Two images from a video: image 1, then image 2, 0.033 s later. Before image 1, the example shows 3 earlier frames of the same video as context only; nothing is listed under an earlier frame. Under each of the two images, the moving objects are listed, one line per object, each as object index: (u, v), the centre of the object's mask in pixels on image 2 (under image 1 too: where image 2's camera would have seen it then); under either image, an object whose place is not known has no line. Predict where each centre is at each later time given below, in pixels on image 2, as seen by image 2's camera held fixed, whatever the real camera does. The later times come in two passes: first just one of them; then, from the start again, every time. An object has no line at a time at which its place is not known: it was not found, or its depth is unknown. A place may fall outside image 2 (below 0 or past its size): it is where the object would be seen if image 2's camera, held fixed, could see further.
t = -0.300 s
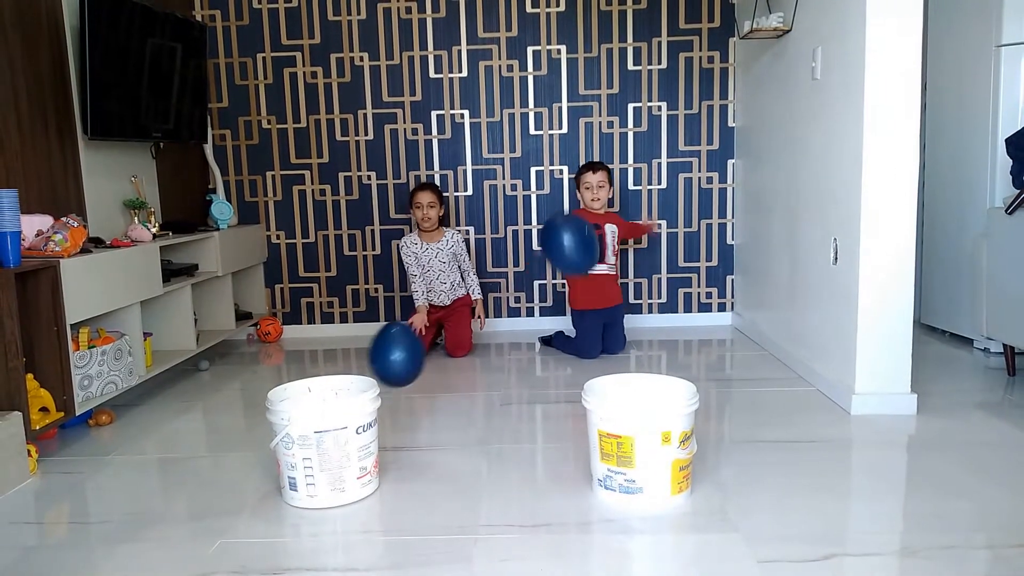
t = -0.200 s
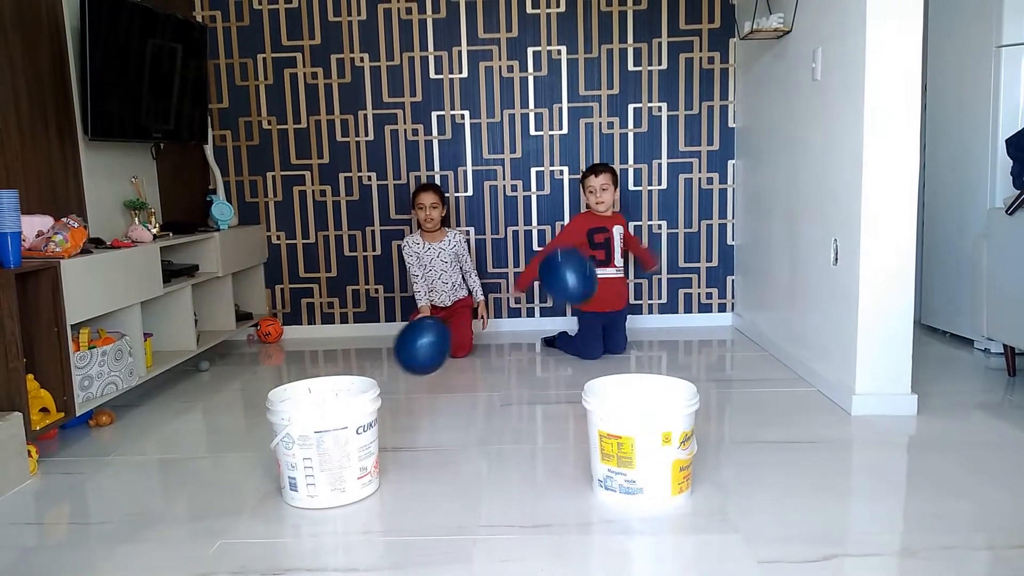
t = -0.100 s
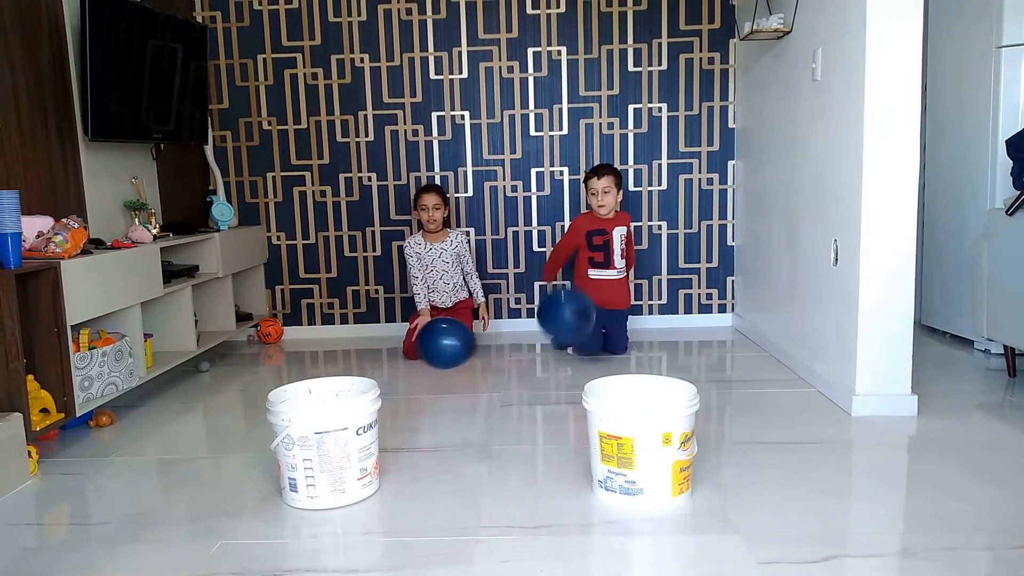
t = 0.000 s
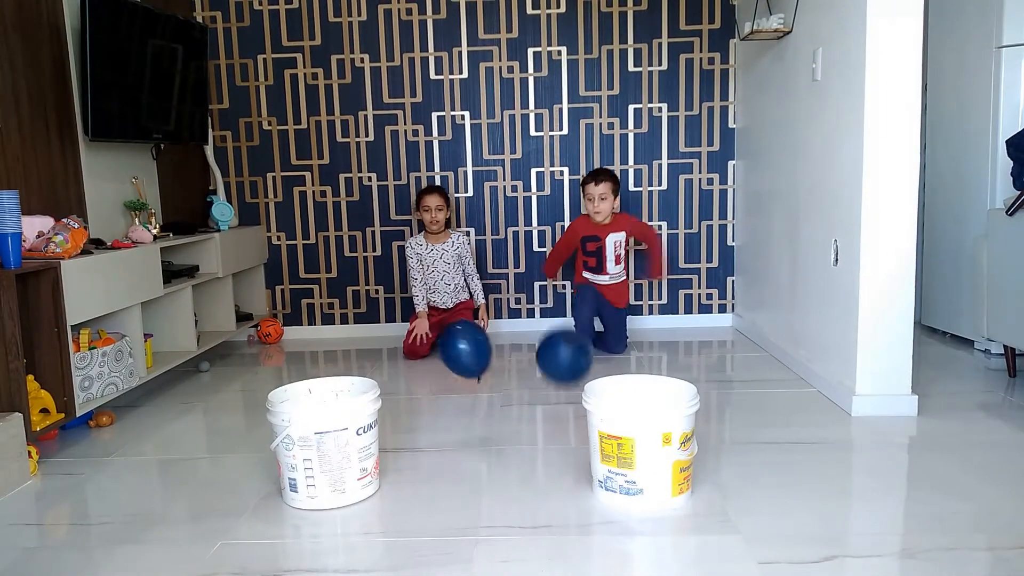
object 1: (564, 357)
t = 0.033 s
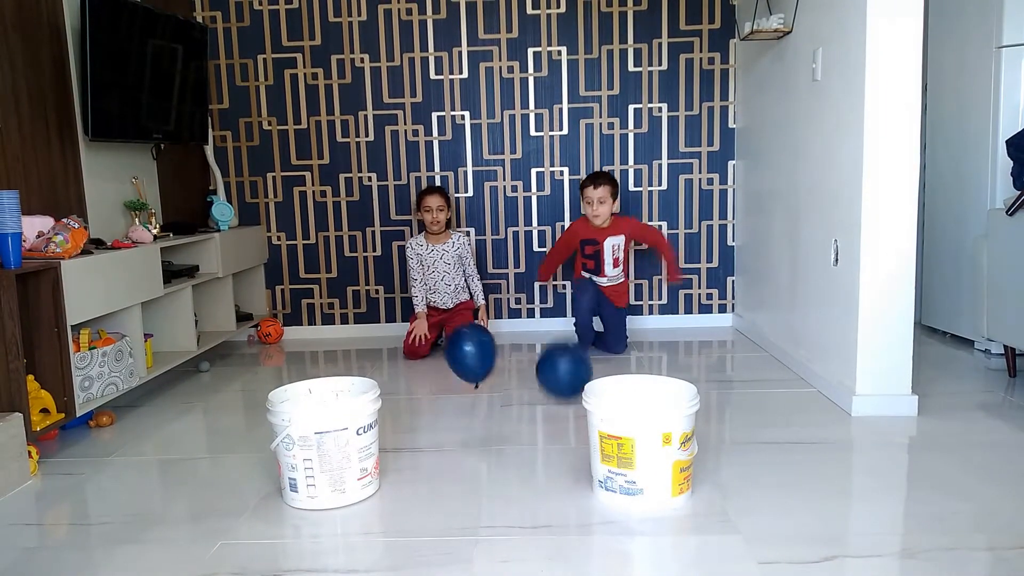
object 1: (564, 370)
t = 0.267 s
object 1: (559, 423)
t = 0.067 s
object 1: (562, 384)
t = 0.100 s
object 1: (561, 401)
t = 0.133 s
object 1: (562, 417)
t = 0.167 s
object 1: (563, 431)
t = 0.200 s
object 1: (563, 441)
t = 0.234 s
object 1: (561, 432)
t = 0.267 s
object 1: (559, 423)
